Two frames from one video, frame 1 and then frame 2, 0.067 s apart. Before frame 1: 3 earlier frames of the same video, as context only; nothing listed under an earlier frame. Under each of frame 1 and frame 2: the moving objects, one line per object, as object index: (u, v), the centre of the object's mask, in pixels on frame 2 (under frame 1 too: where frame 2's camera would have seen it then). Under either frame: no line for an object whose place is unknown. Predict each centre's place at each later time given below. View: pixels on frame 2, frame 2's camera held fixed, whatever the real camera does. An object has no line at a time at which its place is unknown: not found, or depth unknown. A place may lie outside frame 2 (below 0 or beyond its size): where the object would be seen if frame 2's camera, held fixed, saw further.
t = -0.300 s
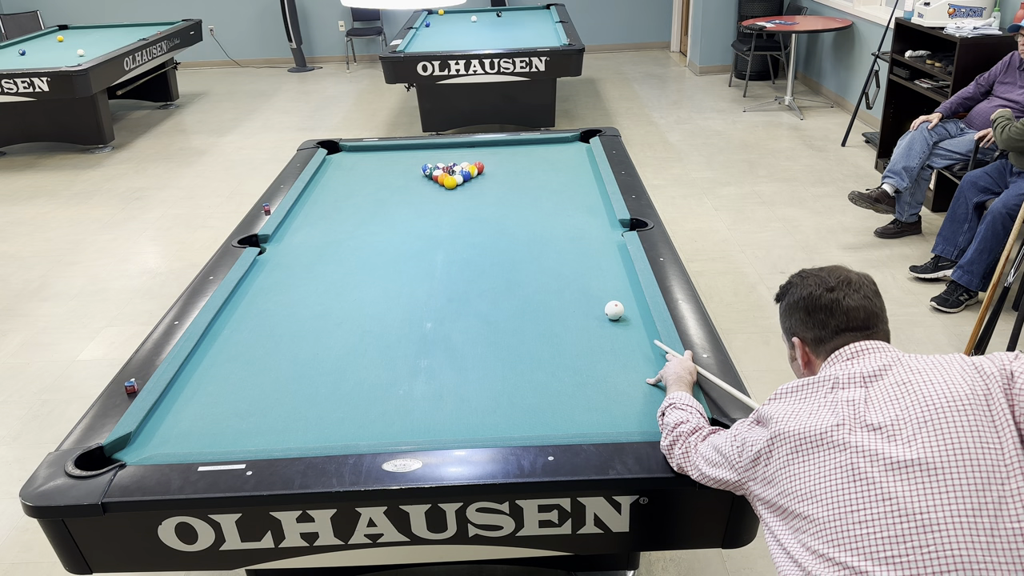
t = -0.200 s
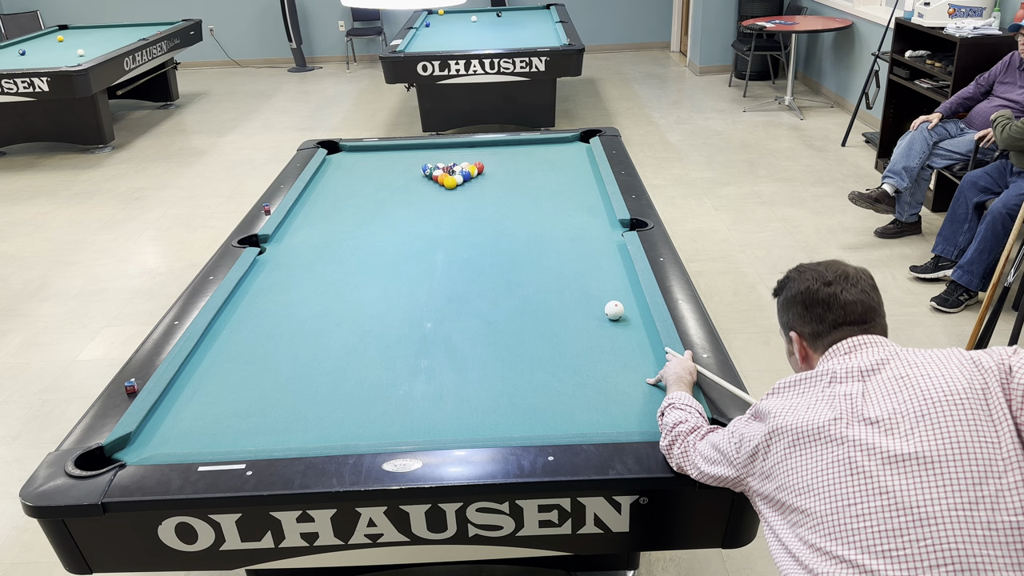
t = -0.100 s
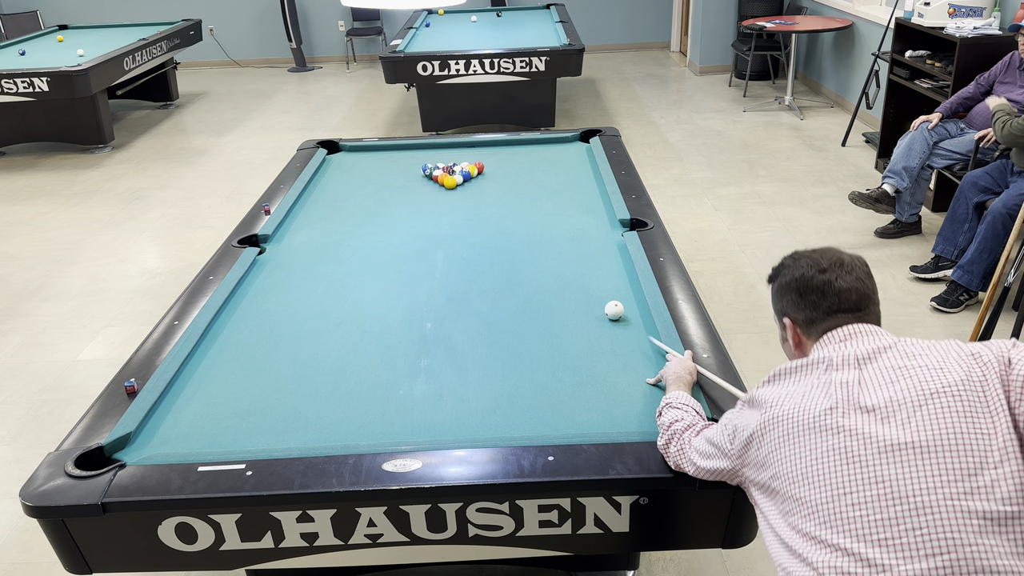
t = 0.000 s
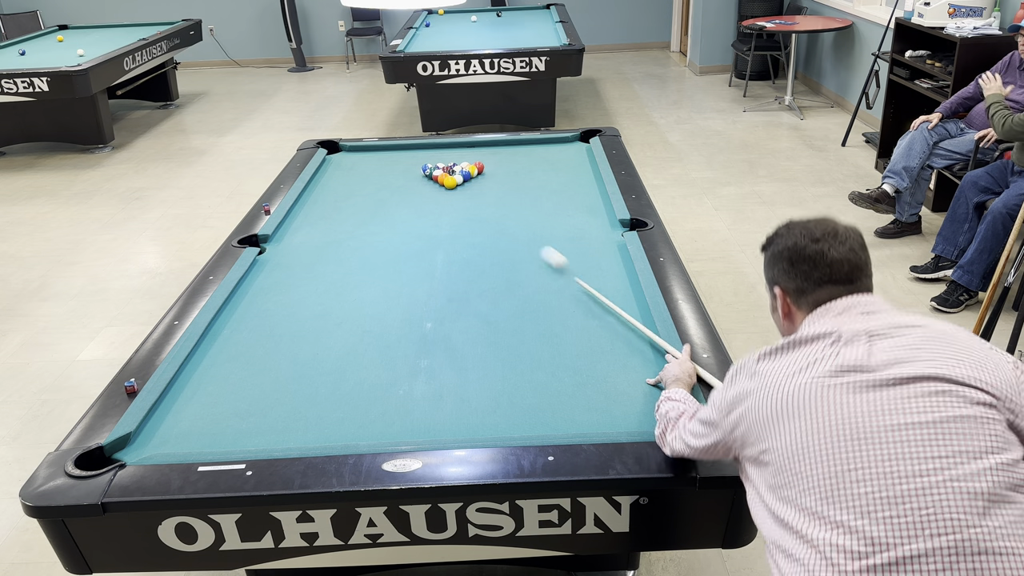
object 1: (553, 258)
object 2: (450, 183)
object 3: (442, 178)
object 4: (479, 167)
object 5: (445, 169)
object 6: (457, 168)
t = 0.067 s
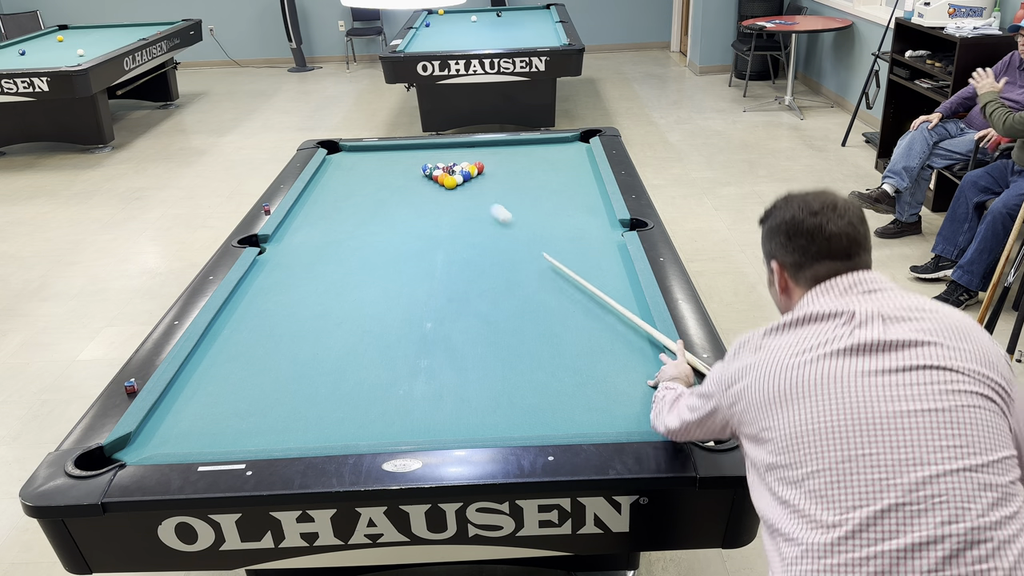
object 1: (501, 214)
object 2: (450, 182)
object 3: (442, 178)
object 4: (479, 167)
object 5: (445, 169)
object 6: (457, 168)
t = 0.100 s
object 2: (450, 182)
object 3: (442, 178)
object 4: (479, 167)
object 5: (445, 169)
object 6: (457, 168)
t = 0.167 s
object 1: (488, 176)
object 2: (433, 185)
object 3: (440, 179)
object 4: (484, 164)
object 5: (442, 170)
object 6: (459, 169)
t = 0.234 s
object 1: (531, 167)
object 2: (402, 190)
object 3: (429, 181)
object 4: (494, 160)
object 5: (439, 171)
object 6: (462, 168)
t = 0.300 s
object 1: (570, 159)
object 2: (373, 196)
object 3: (421, 183)
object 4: (502, 156)
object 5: (436, 171)
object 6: (466, 168)
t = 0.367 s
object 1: (579, 154)
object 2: (345, 202)
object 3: (413, 185)
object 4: (511, 152)
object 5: (434, 172)
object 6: (469, 166)
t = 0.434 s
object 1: (556, 153)
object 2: (318, 207)
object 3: (404, 187)
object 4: (518, 148)
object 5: (432, 172)
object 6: (472, 165)
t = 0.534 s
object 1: (527, 150)
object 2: (300, 214)
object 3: (391, 189)
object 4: (529, 141)
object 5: (428, 172)
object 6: (478, 164)
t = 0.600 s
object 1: (508, 149)
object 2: (313, 216)
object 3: (384, 191)
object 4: (536, 140)
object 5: (426, 172)
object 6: (481, 163)
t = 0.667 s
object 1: (490, 147)
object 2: (323, 218)
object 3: (375, 192)
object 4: (541, 142)
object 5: (423, 173)
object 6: (485, 163)
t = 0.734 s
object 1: (478, 148)
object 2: (333, 220)
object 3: (367, 194)
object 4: (546, 144)
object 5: (421, 173)
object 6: (487, 163)
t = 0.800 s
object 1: (470, 151)
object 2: (343, 222)
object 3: (358, 196)
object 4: (552, 145)
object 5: (419, 173)
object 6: (490, 163)
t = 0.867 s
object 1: (465, 153)
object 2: (354, 225)
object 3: (350, 197)
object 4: (557, 147)
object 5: (417, 174)
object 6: (492, 163)
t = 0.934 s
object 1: (460, 154)
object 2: (361, 225)
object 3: (342, 199)
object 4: (562, 149)
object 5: (415, 174)
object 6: (495, 162)
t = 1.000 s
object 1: (456, 155)
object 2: (372, 227)
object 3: (334, 201)
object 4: (568, 150)
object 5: (413, 174)
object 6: (497, 162)
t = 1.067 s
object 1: (451, 157)
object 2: (379, 229)
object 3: (325, 202)
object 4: (574, 152)
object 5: (412, 175)
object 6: (499, 162)
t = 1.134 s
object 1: (447, 158)
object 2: (387, 230)
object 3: (317, 204)
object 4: (579, 154)
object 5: (410, 175)
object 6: (501, 162)
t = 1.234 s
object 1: (441, 160)
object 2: (398, 232)
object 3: (304, 206)
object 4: (588, 156)
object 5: (407, 175)
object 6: (503, 161)
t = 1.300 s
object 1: (436, 161)
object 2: (407, 232)
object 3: (297, 208)
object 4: (587, 158)
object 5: (405, 176)
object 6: (505, 160)
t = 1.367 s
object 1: (432, 162)
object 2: (414, 233)
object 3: (300, 209)
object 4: (584, 160)
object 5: (404, 176)
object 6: (507, 160)
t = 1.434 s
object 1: (428, 163)
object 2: (422, 234)
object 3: (303, 210)
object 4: (582, 162)
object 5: (402, 175)
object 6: (509, 159)
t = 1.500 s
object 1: (423, 165)
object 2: (429, 235)
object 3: (306, 210)
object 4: (580, 164)
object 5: (401, 175)
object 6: (510, 158)
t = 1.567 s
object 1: (419, 166)
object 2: (437, 236)
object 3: (310, 211)
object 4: (577, 165)
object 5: (400, 176)
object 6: (512, 158)
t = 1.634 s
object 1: (415, 167)
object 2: (444, 237)
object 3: (313, 212)
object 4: (575, 168)
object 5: (399, 176)
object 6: (514, 158)
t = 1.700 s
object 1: (410, 169)
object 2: (452, 238)
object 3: (316, 213)
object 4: (572, 169)
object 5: (398, 176)
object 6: (515, 158)
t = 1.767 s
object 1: (406, 170)
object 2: (459, 239)
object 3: (319, 214)
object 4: (570, 171)
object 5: (397, 176)
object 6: (516, 157)
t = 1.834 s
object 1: (403, 170)
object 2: (467, 240)
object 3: (322, 215)
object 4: (568, 173)
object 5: (396, 176)
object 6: (517, 157)
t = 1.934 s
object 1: (396, 170)
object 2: (477, 242)
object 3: (326, 216)
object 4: (564, 176)
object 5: (395, 176)
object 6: (519, 157)
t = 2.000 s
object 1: (390, 171)
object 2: (485, 243)
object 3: (329, 217)
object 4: (561, 177)
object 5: (394, 177)
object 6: (520, 156)
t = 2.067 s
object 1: (386, 172)
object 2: (492, 244)
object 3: (332, 218)
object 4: (559, 179)
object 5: (393, 178)
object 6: (521, 156)
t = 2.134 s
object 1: (383, 173)
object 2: (499, 245)
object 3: (331, 220)
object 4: (556, 181)
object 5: (392, 178)
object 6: (522, 156)
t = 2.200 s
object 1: (380, 174)
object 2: (506, 245)
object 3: (330, 222)
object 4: (554, 183)
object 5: (391, 179)
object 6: (524, 154)
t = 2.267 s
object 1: (377, 175)
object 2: (513, 246)
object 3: (330, 225)
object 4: (551, 184)
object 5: (390, 180)
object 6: (522, 153)
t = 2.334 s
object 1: (373, 175)
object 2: (520, 247)
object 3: (329, 227)
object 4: (548, 186)
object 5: (389, 180)
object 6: (523, 155)
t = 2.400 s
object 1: (370, 176)
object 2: (527, 248)
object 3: (328, 229)
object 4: (545, 187)
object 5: (388, 181)
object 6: (524, 155)
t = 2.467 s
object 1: (367, 176)
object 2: (534, 249)
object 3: (327, 232)
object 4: (543, 189)
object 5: (387, 181)
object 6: (525, 154)
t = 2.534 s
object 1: (364, 177)
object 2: (540, 250)
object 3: (326, 234)
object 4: (540, 191)
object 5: (386, 182)
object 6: (525, 155)
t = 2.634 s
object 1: (359, 177)
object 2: (550, 251)
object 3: (325, 237)
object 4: (536, 193)
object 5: (385, 182)
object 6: (526, 154)
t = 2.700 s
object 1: (356, 177)
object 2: (557, 252)
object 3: (324, 240)
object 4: (533, 195)
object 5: (384, 182)
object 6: (526, 154)
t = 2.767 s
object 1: (353, 178)
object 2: (563, 253)
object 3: (323, 242)
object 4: (530, 197)
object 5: (384, 182)
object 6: (526, 154)
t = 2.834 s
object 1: (350, 178)
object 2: (569, 254)
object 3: (322, 244)
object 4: (527, 198)
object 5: (383, 183)
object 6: (526, 154)
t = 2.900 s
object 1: (347, 178)
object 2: (576, 255)
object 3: (322, 247)
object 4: (523, 199)
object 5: (383, 184)
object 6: (526, 154)
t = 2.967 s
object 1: (345, 178)
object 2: (582, 256)
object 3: (321, 249)
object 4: (519, 200)
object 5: (382, 184)
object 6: (526, 154)
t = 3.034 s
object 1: (342, 179)
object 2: (588, 257)
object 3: (320, 251)
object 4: (516, 201)
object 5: (382, 185)
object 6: (526, 154)
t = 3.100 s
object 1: (339, 179)
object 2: (594, 257)
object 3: (319, 253)
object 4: (512, 203)
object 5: (381, 185)
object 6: (526, 154)
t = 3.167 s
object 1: (337, 179)
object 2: (600, 258)
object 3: (318, 255)
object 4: (509, 204)
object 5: (381, 186)
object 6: (526, 154)
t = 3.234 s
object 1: (334, 180)
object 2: (606, 259)
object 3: (317, 258)
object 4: (505, 205)
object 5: (380, 186)
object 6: (526, 154)
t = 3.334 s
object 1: (331, 180)
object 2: (615, 260)
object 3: (316, 261)
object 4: (501, 206)
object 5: (380, 186)
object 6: (526, 154)
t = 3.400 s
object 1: (329, 180)
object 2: (621, 261)
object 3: (315, 263)
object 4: (497, 207)
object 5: (380, 186)
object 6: (526, 154)
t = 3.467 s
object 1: (327, 180)
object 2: (623, 261)
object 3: (314, 265)
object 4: (494, 208)
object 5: (379, 186)
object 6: (526, 154)
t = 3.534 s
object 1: (325, 181)
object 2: (621, 262)
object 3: (313, 267)
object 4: (491, 209)
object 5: (379, 187)
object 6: (526, 154)
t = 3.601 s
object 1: (323, 181)
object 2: (618, 263)
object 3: (313, 269)
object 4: (487, 210)
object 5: (379, 187)
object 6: (526, 154)
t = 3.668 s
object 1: (321, 181)
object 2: (616, 263)
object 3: (312, 271)
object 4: (484, 211)
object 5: (379, 187)
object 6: (526, 154)
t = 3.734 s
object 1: (320, 181)
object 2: (613, 264)
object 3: (311, 273)
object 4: (481, 212)
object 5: (379, 187)
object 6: (526, 154)
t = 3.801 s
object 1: (318, 181)
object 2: (611, 265)
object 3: (311, 275)
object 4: (478, 213)
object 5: (378, 187)
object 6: (526, 154)
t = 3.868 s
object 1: (317, 181)
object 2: (609, 265)
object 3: (310, 276)
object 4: (475, 214)
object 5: (379, 187)
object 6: (526, 154)
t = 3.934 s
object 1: (315, 182)
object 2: (607, 266)
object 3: (310, 279)
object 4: (472, 215)
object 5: (379, 187)
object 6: (526, 154)
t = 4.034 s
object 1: (314, 182)
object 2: (605, 266)
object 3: (309, 281)
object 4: (468, 216)
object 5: (379, 187)
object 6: (526, 154)
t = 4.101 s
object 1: (314, 182)
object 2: (603, 267)
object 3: (309, 283)
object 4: (465, 217)
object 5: (379, 187)
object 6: (526, 154)
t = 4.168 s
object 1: (315, 182)
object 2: (602, 267)
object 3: (308, 284)
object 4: (463, 218)
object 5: (379, 187)
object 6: (526, 154)
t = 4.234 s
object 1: (315, 182)
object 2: (600, 267)
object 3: (308, 286)
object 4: (460, 218)
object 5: (379, 187)
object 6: (526, 154)
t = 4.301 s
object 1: (316, 182)
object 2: (599, 268)
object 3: (308, 288)
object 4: (458, 219)
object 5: (379, 187)
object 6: (526, 154)
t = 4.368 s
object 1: (316, 183)
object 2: (598, 268)
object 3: (308, 290)
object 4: (455, 220)
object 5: (379, 187)
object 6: (526, 154)
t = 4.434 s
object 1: (316, 183)
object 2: (596, 268)
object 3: (307, 291)
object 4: (453, 220)
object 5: (379, 187)
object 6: (526, 154)
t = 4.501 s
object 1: (317, 183)
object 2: (595, 268)
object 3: (307, 293)
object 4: (450, 221)
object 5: (379, 187)
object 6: (526, 154)
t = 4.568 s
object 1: (317, 183)
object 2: (594, 269)
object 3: (306, 294)
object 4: (448, 222)
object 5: (379, 187)
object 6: (526, 154)
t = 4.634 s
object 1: (317, 183)
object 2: (593, 269)
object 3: (306, 295)
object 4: (446, 223)
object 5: (379, 187)
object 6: (526, 154)
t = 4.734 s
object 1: (317, 183)
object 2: (593, 269)
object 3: (306, 297)
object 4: (442, 223)
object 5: (379, 187)
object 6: (526, 154)
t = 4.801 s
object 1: (317, 183)
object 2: (592, 269)
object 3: (305, 298)
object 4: (440, 224)
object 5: (379, 187)
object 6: (526, 154)
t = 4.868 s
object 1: (317, 183)
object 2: (591, 269)
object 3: (305, 300)
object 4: (438, 224)
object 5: (379, 187)
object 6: (526, 154)
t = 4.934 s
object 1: (317, 183)
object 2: (591, 269)
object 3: (305, 301)
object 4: (436, 225)
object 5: (379, 187)
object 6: (526, 154)
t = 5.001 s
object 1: (317, 183)
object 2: (591, 269)
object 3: (305, 302)
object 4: (435, 225)
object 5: (379, 187)
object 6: (526, 154)
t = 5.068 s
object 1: (317, 183)
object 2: (591, 269)
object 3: (305, 303)
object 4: (433, 226)
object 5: (379, 187)
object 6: (526, 154)
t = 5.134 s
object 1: (317, 183)
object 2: (591, 270)
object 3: (305, 304)
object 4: (431, 226)
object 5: (379, 187)
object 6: (526, 154)
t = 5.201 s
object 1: (317, 183)
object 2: (591, 269)
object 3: (304, 305)
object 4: (430, 227)
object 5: (379, 187)
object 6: (526, 154)
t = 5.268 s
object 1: (317, 183)
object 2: (591, 269)
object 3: (304, 306)
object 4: (428, 227)
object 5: (379, 187)
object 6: (526, 154)
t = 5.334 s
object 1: (317, 183)
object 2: (591, 269)
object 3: (304, 307)
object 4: (427, 228)
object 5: (379, 187)
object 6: (526, 154)
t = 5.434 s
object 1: (317, 183)
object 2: (591, 269)
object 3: (304, 308)
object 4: (425, 228)
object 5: (379, 187)
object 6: (526, 154)
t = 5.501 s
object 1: (317, 183)
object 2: (591, 269)
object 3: (303, 309)
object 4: (424, 228)
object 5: (379, 187)
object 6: (526, 154)
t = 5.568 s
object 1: (317, 183)
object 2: (591, 269)
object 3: (303, 309)
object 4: (423, 229)
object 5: (379, 187)
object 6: (526, 154)
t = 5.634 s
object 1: (317, 183)
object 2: (591, 269)
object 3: (303, 310)
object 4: (422, 229)
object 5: (379, 187)
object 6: (526, 154)
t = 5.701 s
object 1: (317, 183)
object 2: (591, 269)
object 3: (302, 310)
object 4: (421, 229)
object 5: (379, 187)
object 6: (526, 154)
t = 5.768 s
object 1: (317, 183)
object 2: (591, 269)
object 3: (302, 311)
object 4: (420, 229)
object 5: (379, 187)
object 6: (526, 154)
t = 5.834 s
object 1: (317, 183)
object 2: (591, 269)
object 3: (302, 311)
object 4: (419, 230)
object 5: (379, 187)
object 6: (526, 154)
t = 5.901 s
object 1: (317, 183)
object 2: (591, 269)
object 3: (302, 311)
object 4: (418, 230)
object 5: (379, 187)
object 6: (526, 154)
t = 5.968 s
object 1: (317, 183)
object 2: (591, 269)
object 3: (302, 312)
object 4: (418, 230)
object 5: (379, 187)
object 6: (526, 154)
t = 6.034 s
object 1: (317, 183)
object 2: (591, 269)
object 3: (302, 312)
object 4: (418, 230)
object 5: (379, 187)
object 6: (526, 154)
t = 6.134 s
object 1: (317, 183)
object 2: (591, 269)
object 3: (302, 312)
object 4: (417, 230)
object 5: (379, 187)
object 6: (526, 154)
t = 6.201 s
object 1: (317, 183)
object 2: (591, 269)
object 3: (302, 312)
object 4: (417, 230)
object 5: (379, 187)
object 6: (526, 154)
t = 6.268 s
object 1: (317, 183)
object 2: (591, 269)
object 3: (302, 312)
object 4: (417, 230)
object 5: (379, 187)
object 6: (526, 154)
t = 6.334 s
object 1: (317, 183)
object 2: (591, 269)
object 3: (302, 312)
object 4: (417, 230)
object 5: (379, 187)
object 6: (526, 154)
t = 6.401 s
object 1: (317, 183)
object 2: (591, 269)
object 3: (302, 312)
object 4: (417, 230)
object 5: (379, 187)
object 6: (526, 154)
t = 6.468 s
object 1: (317, 183)
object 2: (591, 269)
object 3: (302, 312)
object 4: (417, 230)
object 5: (379, 187)
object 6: (526, 154)
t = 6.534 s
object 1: (317, 183)
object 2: (591, 269)
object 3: (302, 312)
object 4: (417, 230)
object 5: (379, 187)
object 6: (526, 154)
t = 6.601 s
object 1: (317, 183)
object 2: (591, 269)
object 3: (302, 312)
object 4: (417, 230)
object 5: (379, 187)
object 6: (526, 154)
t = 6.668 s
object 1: (317, 183)
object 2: (591, 269)
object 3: (302, 312)
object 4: (417, 230)
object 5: (379, 187)
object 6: (526, 154)
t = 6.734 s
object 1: (317, 183)
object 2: (591, 269)
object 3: (302, 312)
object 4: (417, 230)
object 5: (379, 187)
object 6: (526, 154)
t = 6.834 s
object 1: (317, 183)
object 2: (591, 269)
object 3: (302, 312)
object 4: (417, 230)
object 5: (379, 187)
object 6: (526, 154)
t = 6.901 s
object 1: (317, 183)
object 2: (591, 269)
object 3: (302, 312)
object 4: (417, 230)
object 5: (379, 187)
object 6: (526, 154)
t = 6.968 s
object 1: (317, 183)
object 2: (591, 269)
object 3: (302, 312)
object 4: (417, 230)
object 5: (379, 187)
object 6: (526, 154)
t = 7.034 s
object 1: (317, 183)
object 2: (591, 269)
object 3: (302, 312)
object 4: (417, 230)
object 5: (379, 187)
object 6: (526, 154)
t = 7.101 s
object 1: (317, 183)
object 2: (591, 269)
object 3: (302, 312)
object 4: (417, 230)
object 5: (379, 187)
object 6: (526, 154)
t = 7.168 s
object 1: (317, 183)
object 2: (591, 269)
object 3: (302, 312)
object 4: (417, 230)
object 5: (379, 187)
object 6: (526, 154)
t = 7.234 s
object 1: (317, 183)
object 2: (591, 269)
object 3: (302, 312)
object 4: (417, 230)
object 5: (379, 187)
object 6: (526, 154)
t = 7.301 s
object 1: (317, 183)
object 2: (591, 269)
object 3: (302, 312)
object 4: (417, 230)
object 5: (379, 187)
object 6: (526, 154)
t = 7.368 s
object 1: (317, 183)
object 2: (591, 269)
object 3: (302, 312)
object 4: (417, 230)
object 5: (379, 187)
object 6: (526, 154)
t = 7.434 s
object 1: (317, 183)
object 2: (591, 269)
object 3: (302, 312)
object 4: (417, 230)
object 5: (379, 187)
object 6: (526, 154)
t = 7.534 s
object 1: (317, 183)
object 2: (591, 269)
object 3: (302, 312)
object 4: (417, 230)
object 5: (379, 187)
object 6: (526, 154)
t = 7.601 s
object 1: (317, 183)
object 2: (591, 269)
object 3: (302, 312)
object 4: (417, 230)
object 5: (379, 187)
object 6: (526, 154)
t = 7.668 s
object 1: (317, 183)
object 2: (591, 269)
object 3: (302, 312)
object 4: (417, 230)
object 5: (379, 187)
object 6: (526, 154)
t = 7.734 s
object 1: (317, 183)
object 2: (591, 269)
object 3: (302, 312)
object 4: (417, 230)
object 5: (379, 187)
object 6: (526, 154)
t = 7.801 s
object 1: (317, 183)
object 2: (591, 269)
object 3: (302, 312)
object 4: (417, 230)
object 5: (379, 187)
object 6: (526, 154)
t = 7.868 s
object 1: (317, 183)
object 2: (591, 269)
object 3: (302, 312)
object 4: (417, 230)
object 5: (379, 187)
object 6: (526, 154)
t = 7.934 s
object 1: (317, 183)
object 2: (591, 269)
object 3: (302, 312)
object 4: (417, 230)
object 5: (379, 187)
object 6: (526, 154)
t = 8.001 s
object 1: (317, 183)
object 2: (591, 269)
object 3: (302, 312)
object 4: (417, 230)
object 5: (379, 187)
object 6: (526, 154)
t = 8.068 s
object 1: (317, 183)
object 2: (591, 269)
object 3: (302, 312)
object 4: (417, 230)
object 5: (379, 187)
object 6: (526, 154)
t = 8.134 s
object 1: (317, 183)
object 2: (591, 269)
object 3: (302, 312)
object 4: (417, 230)
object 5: (379, 187)
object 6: (526, 154)
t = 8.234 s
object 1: (317, 183)
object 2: (591, 269)
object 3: (302, 312)
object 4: (417, 230)
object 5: (379, 187)
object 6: (526, 154)
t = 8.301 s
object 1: (317, 183)
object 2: (591, 269)
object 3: (302, 312)
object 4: (417, 230)
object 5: (379, 187)
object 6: (526, 154)
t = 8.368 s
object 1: (317, 183)
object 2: (591, 269)
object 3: (302, 312)
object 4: (417, 230)
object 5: (379, 187)
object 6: (526, 154)
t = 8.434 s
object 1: (317, 183)
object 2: (591, 269)
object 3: (302, 312)
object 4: (417, 230)
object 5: (379, 187)
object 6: (526, 154)
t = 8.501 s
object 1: (317, 183)
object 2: (591, 269)
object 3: (302, 312)
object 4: (417, 230)
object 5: (379, 187)
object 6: (526, 154)
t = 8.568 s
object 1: (317, 183)
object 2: (591, 269)
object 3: (302, 312)
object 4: (417, 230)
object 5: (379, 187)
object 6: (526, 154)
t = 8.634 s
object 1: (317, 183)
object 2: (591, 269)
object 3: (302, 312)
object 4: (417, 230)
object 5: (379, 187)
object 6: (526, 154)
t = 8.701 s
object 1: (317, 183)
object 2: (591, 269)
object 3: (302, 312)
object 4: (417, 230)
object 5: (379, 187)
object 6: (526, 154)
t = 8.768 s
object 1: (317, 183)
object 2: (591, 269)
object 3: (302, 312)
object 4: (417, 230)
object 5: (379, 187)
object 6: (526, 154)
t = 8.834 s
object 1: (317, 183)
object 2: (591, 269)
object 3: (302, 312)
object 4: (417, 230)
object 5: (379, 187)
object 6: (526, 154)
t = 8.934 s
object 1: (317, 183)
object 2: (591, 269)
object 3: (302, 312)
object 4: (417, 230)
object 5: (379, 187)
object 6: (526, 154)
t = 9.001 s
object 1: (317, 183)
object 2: (591, 269)
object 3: (302, 312)
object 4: (417, 230)
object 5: (379, 187)
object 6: (526, 154)
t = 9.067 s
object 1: (317, 183)
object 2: (591, 269)
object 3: (302, 312)
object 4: (417, 230)
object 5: (379, 187)
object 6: (526, 154)
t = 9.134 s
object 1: (317, 183)
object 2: (591, 269)
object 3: (302, 312)
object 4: (417, 230)
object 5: (379, 187)
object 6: (526, 154)
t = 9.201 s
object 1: (317, 183)
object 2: (591, 269)
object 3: (302, 312)
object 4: (417, 230)
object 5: (379, 187)
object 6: (526, 154)
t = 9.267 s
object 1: (317, 183)
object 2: (591, 269)
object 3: (302, 312)
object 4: (417, 230)
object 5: (379, 187)
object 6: (526, 154)
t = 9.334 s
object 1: (317, 183)
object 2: (591, 269)
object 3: (302, 312)
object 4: (417, 230)
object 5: (379, 187)
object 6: (526, 154)
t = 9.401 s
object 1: (317, 183)
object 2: (591, 269)
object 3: (302, 312)
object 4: (417, 230)
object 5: (379, 187)
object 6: (526, 154)
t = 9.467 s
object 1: (317, 183)
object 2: (591, 269)
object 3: (302, 312)
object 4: (417, 230)
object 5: (379, 187)
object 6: (526, 154)
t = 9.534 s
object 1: (317, 183)
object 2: (591, 269)
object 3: (302, 312)
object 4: (417, 230)
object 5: (379, 187)
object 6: (526, 154)
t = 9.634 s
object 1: (317, 183)
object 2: (591, 269)
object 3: (302, 312)
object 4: (417, 230)
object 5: (379, 187)
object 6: (526, 154)
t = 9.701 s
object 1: (317, 183)
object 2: (591, 269)
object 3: (302, 312)
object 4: (417, 230)
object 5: (379, 187)
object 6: (526, 154)
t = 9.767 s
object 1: (317, 183)
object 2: (591, 269)
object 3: (302, 312)
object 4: (417, 230)
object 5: (379, 187)
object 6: (526, 154)
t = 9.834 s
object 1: (317, 183)
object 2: (591, 269)
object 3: (302, 312)
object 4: (417, 230)
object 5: (379, 187)
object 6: (526, 154)
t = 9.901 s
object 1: (317, 183)
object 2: (591, 269)
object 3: (302, 312)
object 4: (417, 230)
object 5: (379, 187)
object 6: (526, 154)
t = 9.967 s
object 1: (317, 183)
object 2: (591, 269)
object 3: (302, 312)
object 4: (417, 230)
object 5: (380, 187)
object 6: (526, 154)
